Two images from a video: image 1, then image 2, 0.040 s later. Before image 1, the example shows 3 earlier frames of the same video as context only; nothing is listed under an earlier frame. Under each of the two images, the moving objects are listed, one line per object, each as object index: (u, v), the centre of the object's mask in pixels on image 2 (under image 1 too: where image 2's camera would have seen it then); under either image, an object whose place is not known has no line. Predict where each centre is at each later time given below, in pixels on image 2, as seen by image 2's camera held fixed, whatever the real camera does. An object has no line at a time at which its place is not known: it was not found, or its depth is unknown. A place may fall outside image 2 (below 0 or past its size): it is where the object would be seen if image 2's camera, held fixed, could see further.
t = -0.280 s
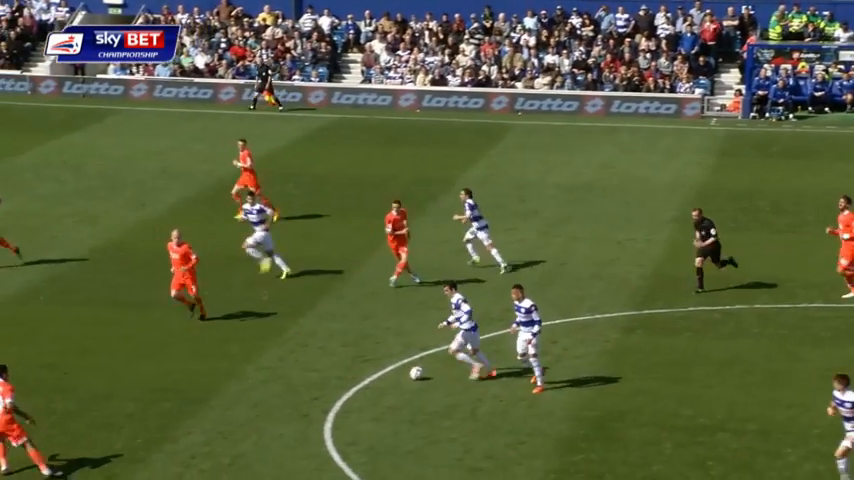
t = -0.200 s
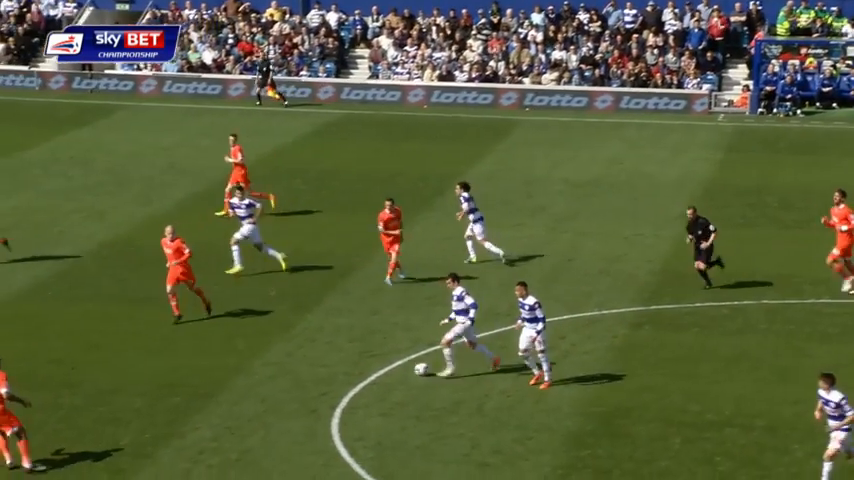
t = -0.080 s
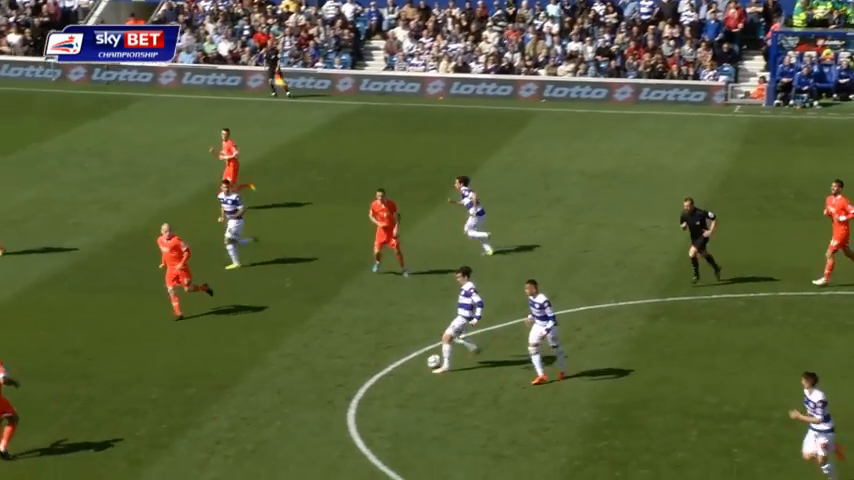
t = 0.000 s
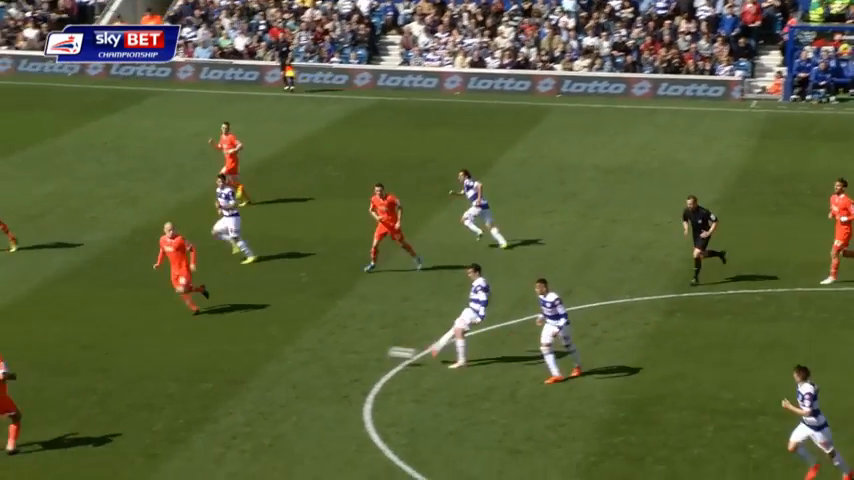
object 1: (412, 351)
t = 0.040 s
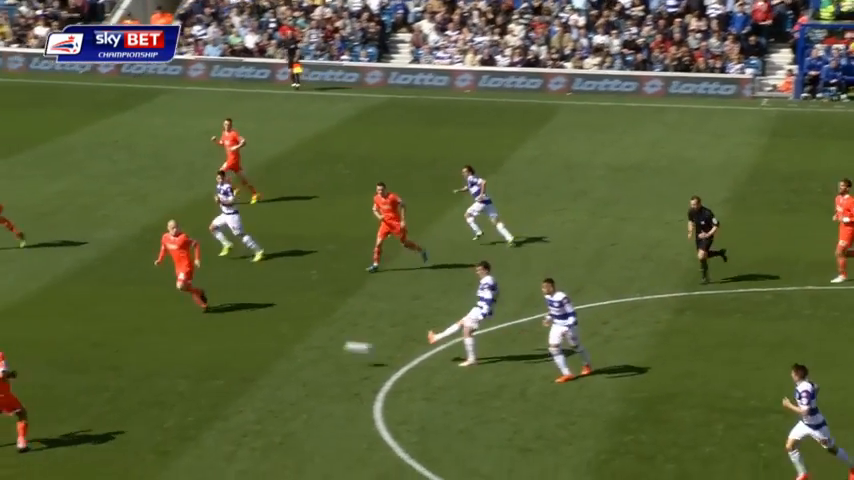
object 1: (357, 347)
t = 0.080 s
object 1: (303, 345)
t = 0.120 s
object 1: (249, 344)
